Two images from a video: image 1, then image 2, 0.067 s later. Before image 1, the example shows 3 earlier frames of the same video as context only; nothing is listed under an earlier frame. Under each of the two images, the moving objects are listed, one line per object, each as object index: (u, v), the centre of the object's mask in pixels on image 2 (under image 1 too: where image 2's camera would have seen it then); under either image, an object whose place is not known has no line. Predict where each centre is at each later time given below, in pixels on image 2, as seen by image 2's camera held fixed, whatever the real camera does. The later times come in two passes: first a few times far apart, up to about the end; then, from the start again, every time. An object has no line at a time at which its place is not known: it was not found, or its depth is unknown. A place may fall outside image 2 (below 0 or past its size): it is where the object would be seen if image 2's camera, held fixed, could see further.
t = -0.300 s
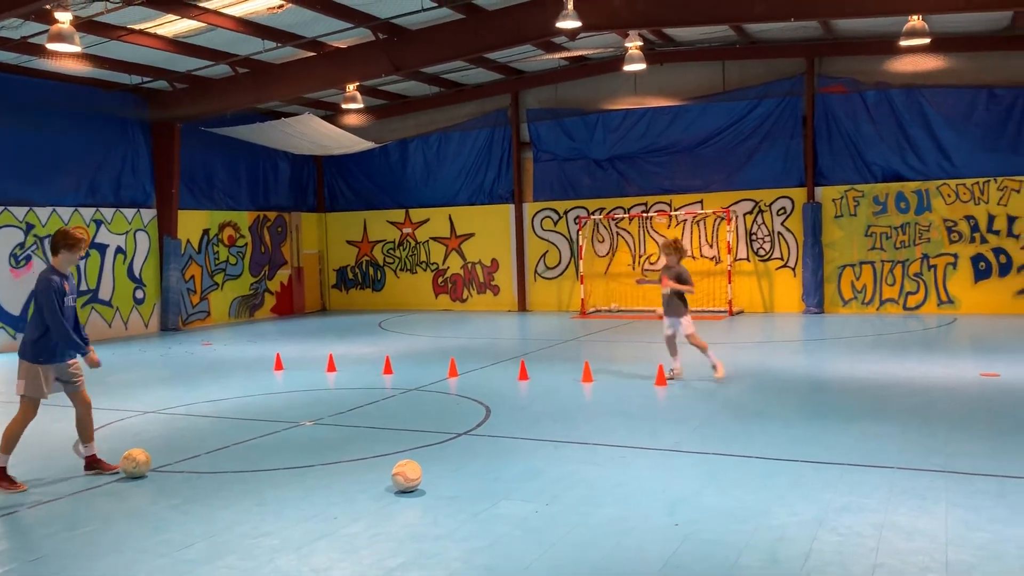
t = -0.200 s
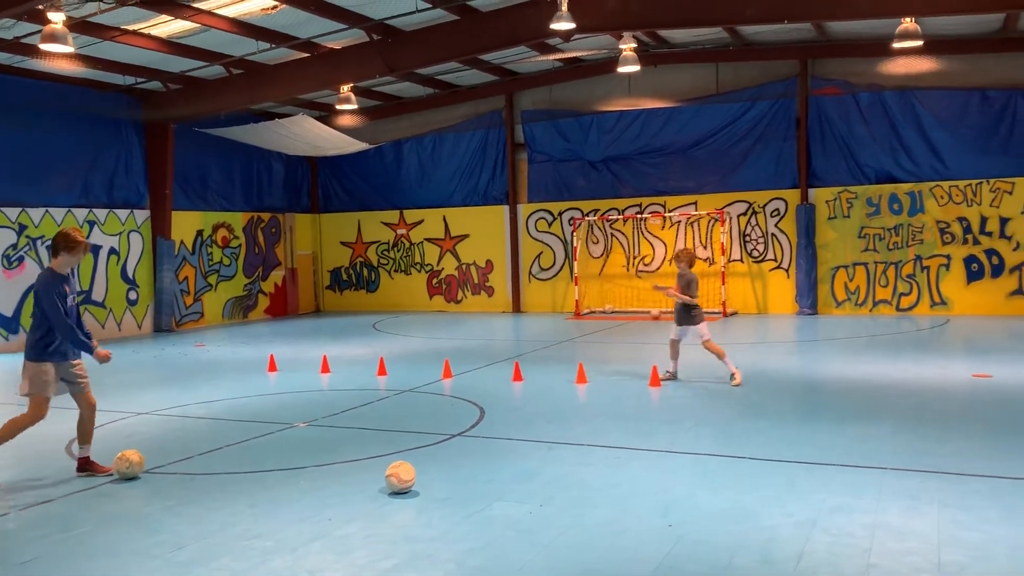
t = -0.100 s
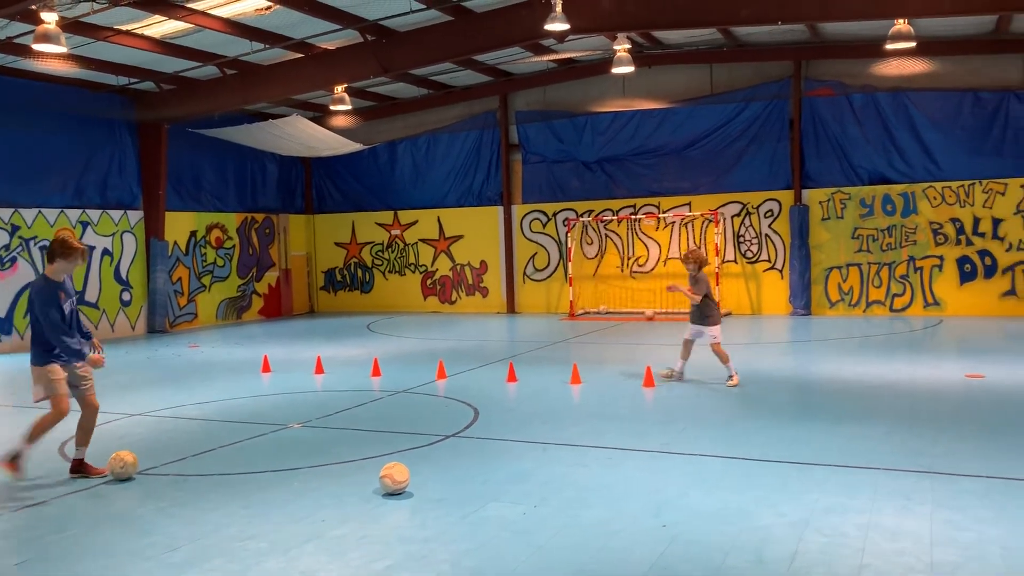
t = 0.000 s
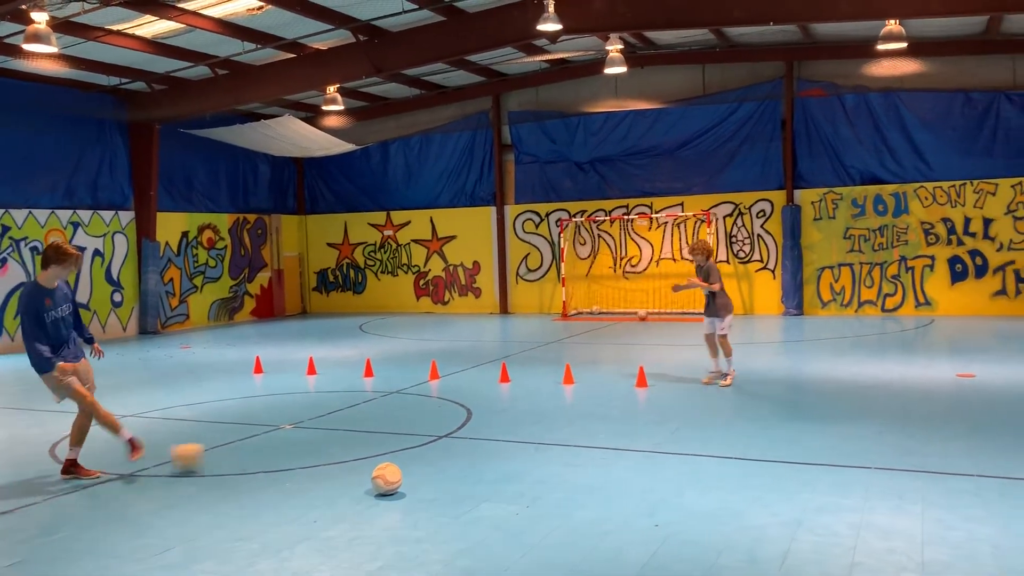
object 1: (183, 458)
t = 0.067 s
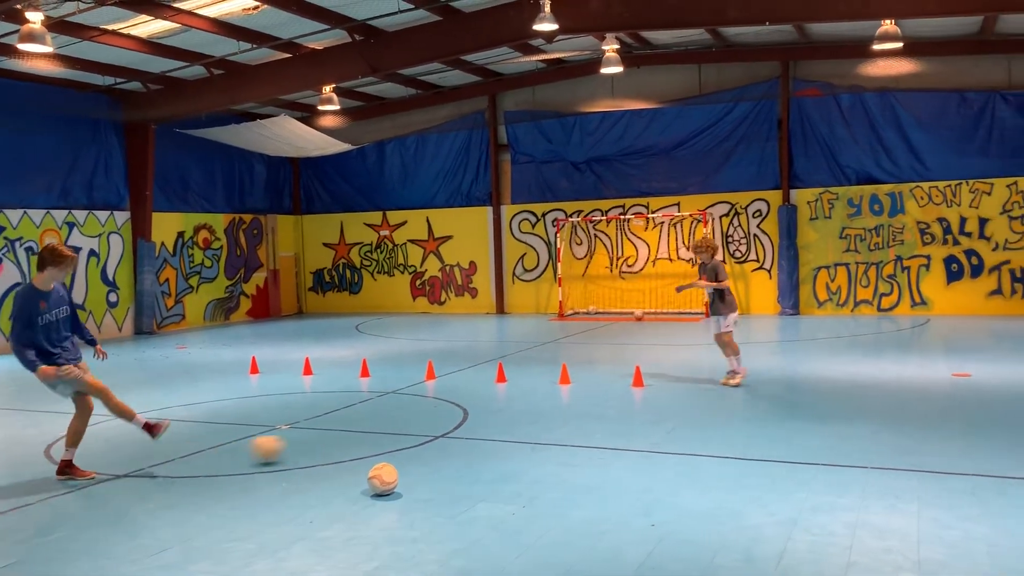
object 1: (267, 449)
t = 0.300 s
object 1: (501, 424)
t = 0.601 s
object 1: (705, 401)
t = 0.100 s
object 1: (305, 444)
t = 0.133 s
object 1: (344, 441)
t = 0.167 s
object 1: (378, 436)
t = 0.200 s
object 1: (412, 433)
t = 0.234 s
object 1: (443, 429)
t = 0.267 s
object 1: (473, 426)
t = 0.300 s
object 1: (501, 424)
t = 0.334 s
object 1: (528, 421)
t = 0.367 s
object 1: (554, 418)
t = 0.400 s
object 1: (579, 416)
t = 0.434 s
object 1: (602, 413)
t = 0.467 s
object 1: (624, 410)
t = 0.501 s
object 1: (647, 408)
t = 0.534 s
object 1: (667, 406)
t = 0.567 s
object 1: (687, 403)
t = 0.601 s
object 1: (705, 401)
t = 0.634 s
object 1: (723, 399)
